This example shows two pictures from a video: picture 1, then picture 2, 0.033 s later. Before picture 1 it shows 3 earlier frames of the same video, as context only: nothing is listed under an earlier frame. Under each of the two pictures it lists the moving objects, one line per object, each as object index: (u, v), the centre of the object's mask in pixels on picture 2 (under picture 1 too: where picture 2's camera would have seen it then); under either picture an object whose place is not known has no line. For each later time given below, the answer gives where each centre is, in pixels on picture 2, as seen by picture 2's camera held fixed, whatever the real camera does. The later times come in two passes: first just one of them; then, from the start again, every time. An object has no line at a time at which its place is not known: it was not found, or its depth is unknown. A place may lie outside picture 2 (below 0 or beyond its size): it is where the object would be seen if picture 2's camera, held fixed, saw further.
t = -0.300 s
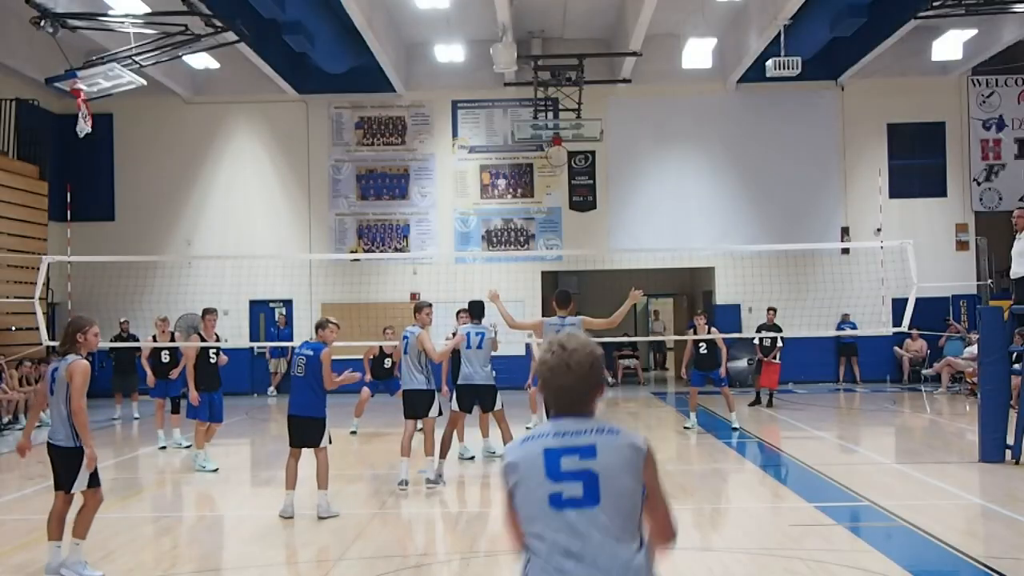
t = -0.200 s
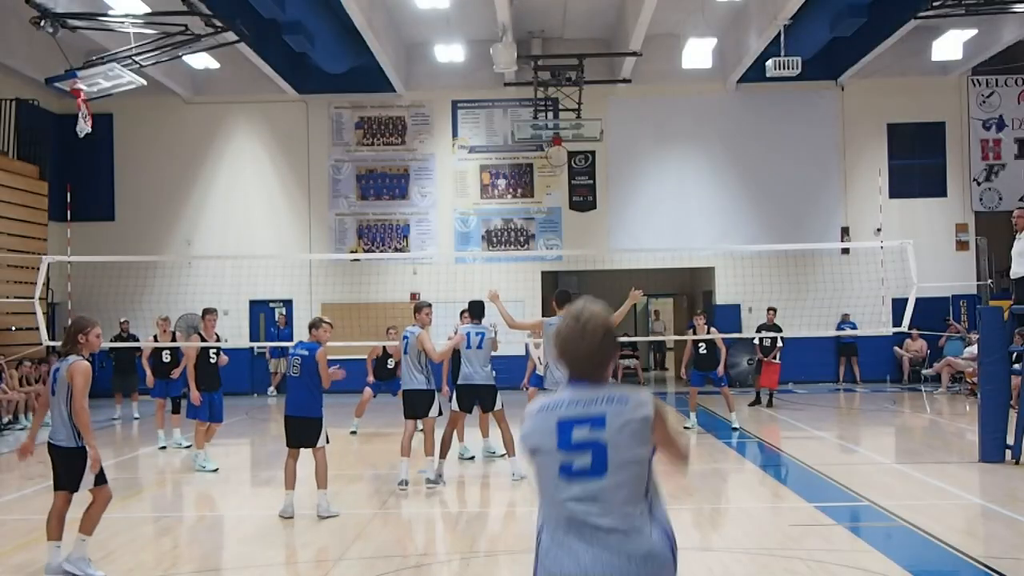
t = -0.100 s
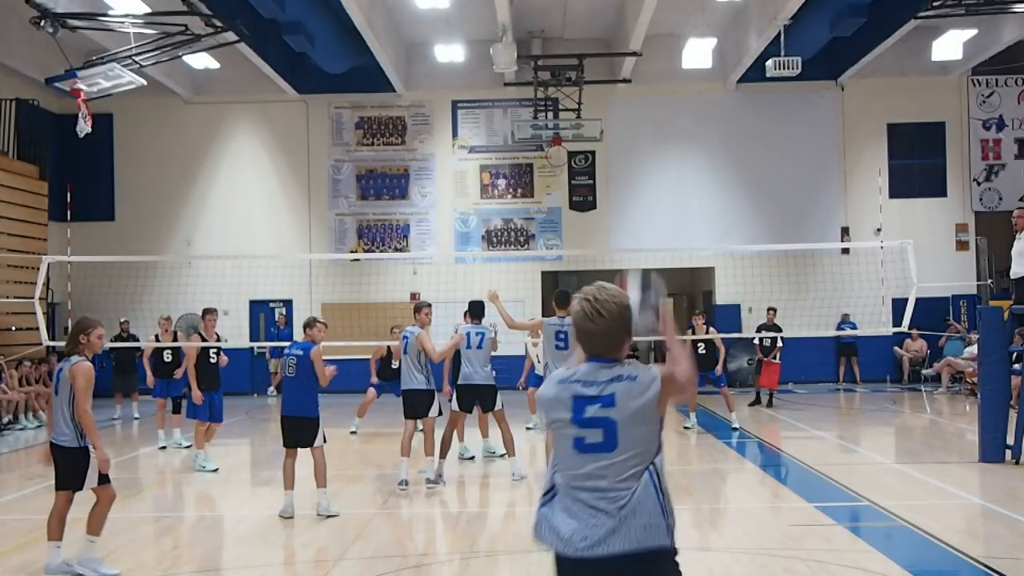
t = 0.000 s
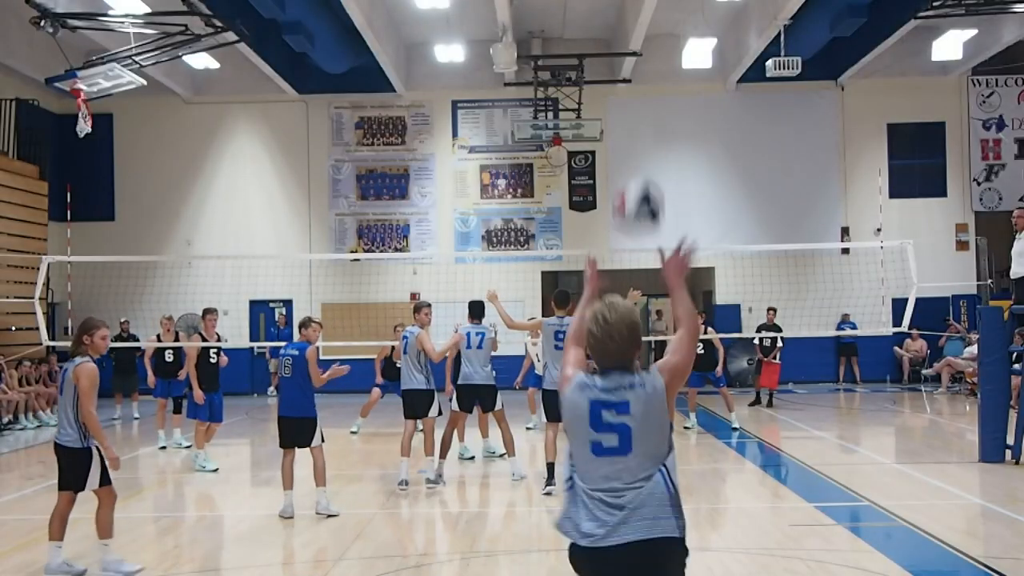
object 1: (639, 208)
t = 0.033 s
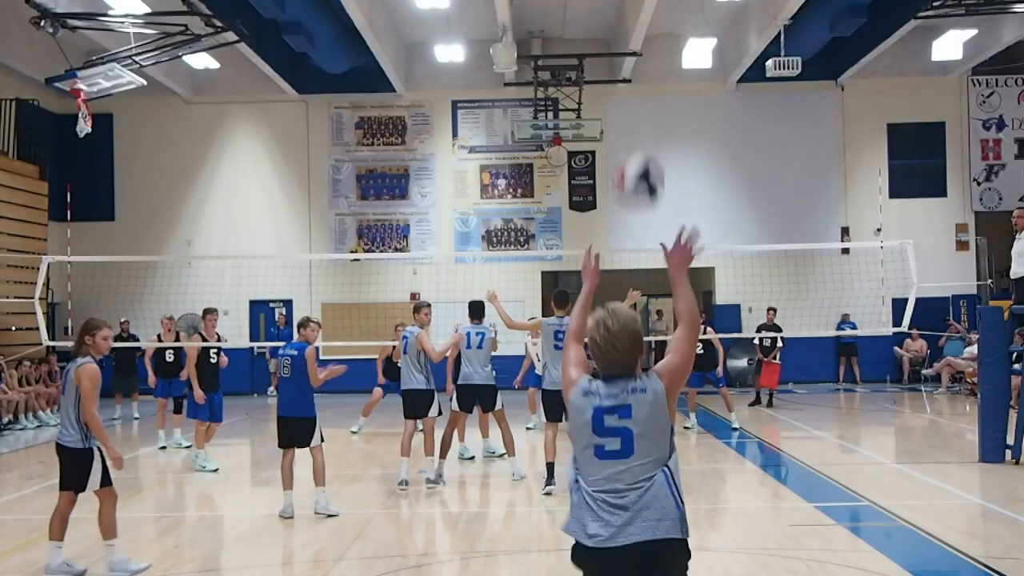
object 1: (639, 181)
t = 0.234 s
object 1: (639, 92)
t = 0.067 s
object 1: (639, 157)
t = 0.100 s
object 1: (639, 139)
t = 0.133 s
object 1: (638, 124)
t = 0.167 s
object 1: (638, 110)
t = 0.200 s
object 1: (638, 100)
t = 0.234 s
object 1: (639, 92)
